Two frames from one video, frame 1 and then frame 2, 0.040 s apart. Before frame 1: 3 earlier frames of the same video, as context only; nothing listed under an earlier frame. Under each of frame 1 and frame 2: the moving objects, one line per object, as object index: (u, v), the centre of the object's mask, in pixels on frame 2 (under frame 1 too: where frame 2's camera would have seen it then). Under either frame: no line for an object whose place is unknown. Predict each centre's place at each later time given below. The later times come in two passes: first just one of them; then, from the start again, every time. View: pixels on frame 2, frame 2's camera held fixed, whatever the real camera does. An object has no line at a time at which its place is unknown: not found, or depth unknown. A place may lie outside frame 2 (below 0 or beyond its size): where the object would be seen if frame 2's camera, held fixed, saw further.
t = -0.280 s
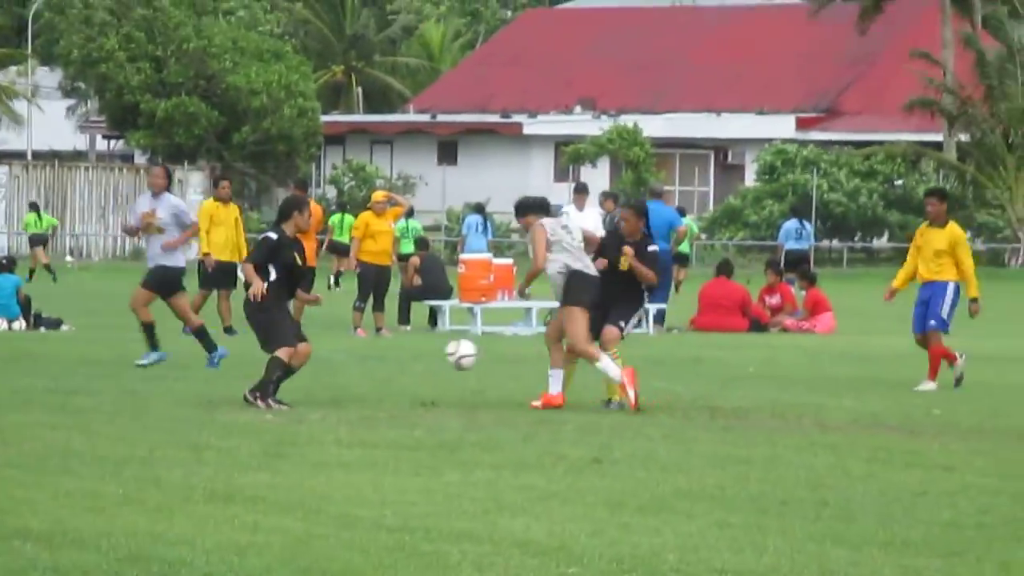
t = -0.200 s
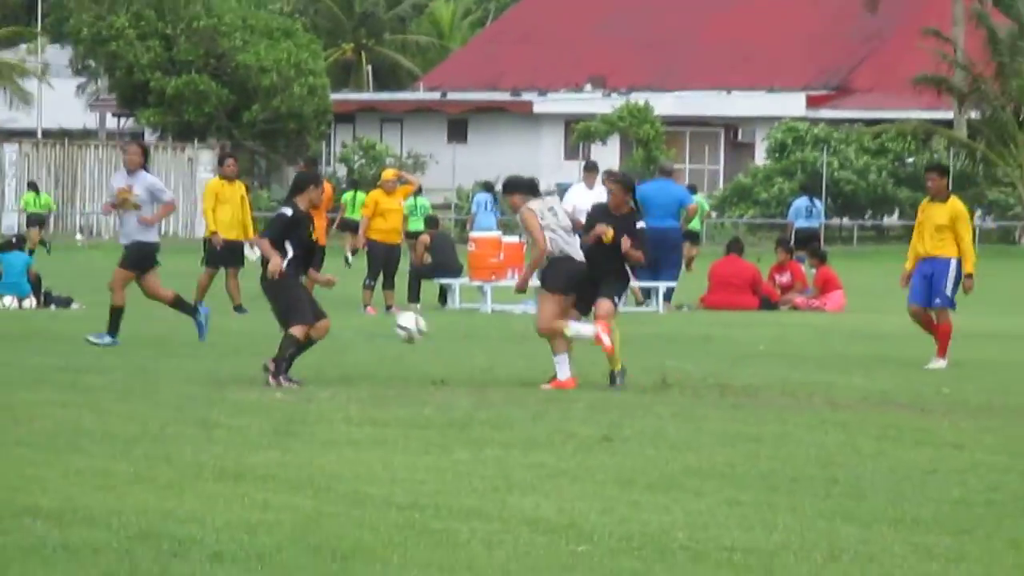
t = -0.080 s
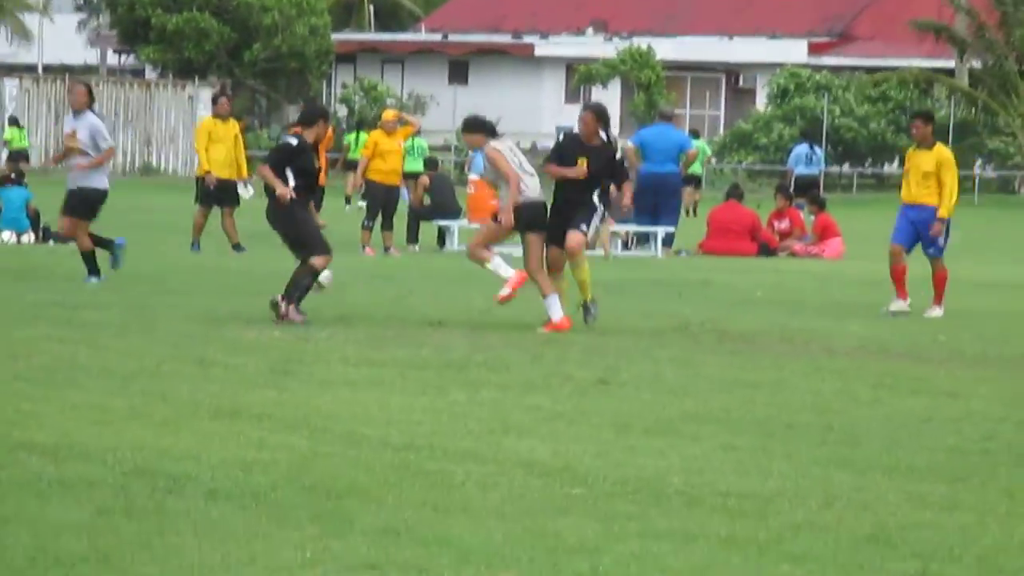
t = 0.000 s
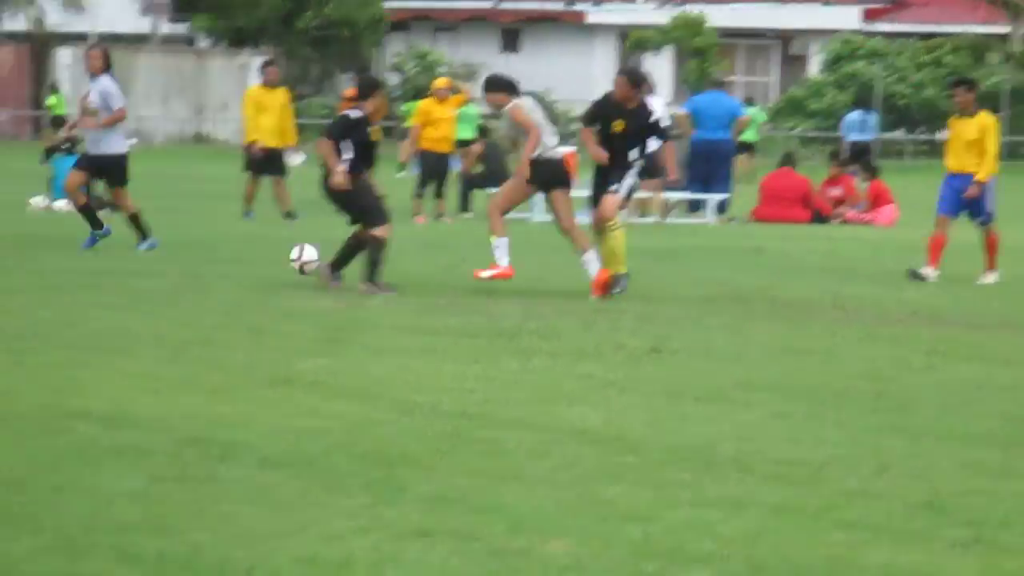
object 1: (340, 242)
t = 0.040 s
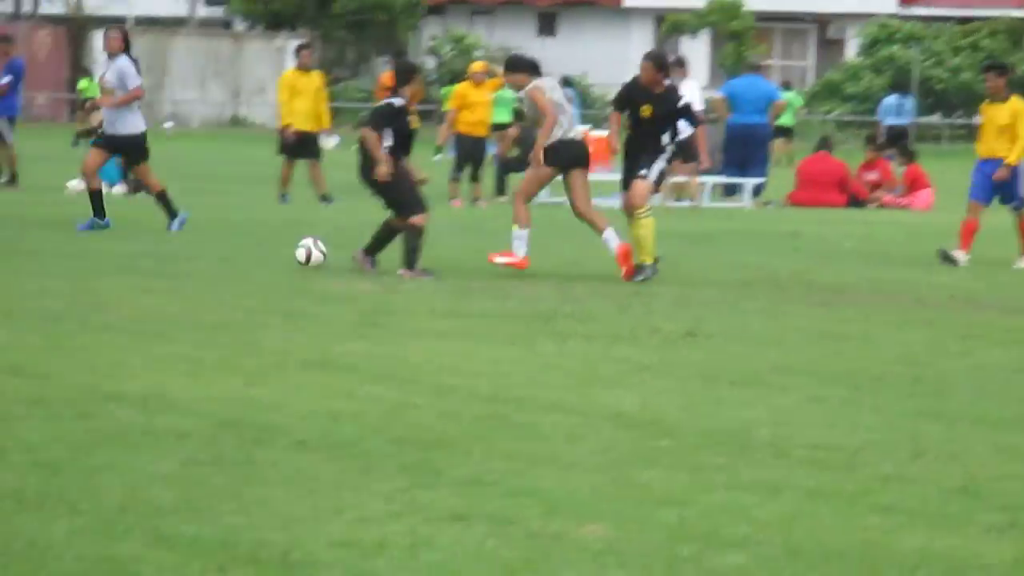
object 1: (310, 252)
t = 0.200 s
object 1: (240, 232)
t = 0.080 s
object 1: (289, 250)
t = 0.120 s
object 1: (272, 243)
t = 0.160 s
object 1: (255, 237)
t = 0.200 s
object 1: (240, 232)
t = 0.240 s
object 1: (231, 230)
